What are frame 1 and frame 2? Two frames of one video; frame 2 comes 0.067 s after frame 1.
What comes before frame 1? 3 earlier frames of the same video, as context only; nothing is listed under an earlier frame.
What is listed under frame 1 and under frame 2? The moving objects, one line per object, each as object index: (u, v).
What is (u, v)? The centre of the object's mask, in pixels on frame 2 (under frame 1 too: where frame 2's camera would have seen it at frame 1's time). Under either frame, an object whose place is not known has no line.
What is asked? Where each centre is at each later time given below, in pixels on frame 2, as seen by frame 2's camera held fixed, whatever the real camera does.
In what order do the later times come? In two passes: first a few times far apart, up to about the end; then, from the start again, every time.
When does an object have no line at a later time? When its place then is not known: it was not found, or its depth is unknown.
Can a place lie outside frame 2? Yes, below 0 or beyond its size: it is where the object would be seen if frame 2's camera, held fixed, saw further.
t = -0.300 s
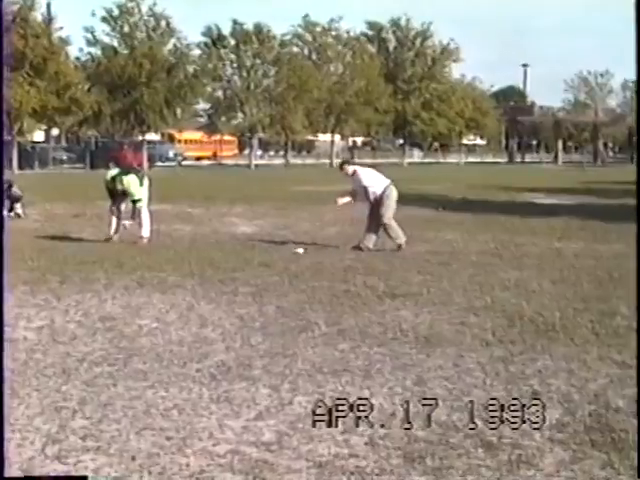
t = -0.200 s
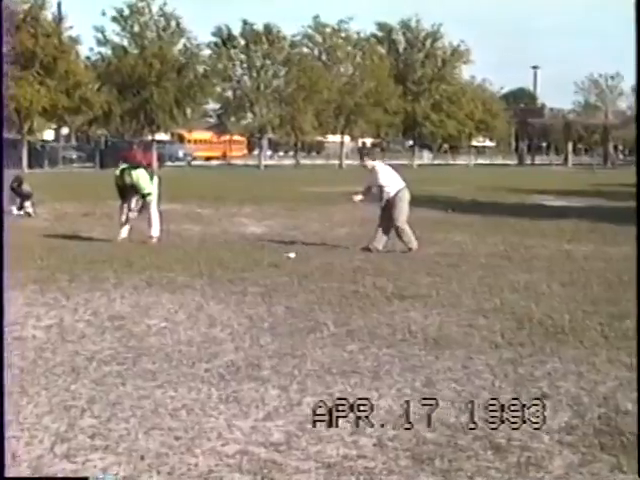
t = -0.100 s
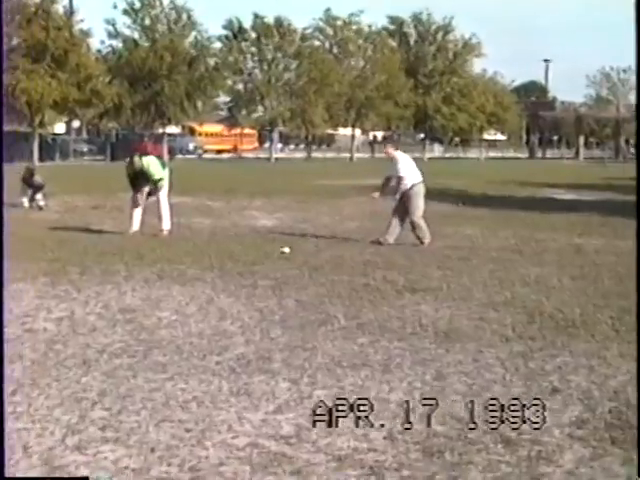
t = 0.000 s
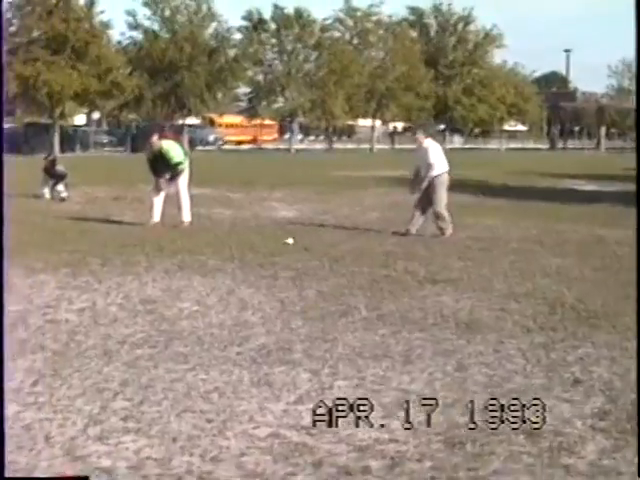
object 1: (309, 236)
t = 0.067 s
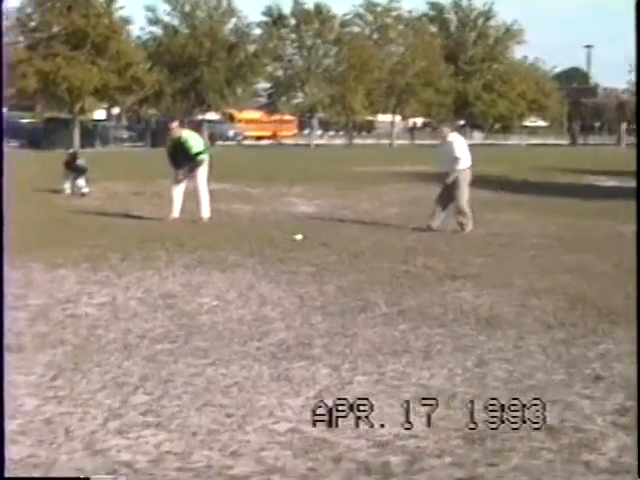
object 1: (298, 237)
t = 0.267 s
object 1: (268, 241)
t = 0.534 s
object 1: (227, 247)
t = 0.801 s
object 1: (187, 253)
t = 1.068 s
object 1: (148, 260)
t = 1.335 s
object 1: (109, 263)
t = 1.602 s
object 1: (71, 272)
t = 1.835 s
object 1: (42, 277)
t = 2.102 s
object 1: (11, 281)
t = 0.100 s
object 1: (294, 235)
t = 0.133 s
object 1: (289, 235)
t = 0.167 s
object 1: (284, 235)
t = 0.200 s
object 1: (279, 236)
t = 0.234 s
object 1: (273, 238)
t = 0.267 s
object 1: (268, 241)
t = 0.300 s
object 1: (263, 242)
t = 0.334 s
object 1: (258, 240)
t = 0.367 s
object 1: (253, 240)
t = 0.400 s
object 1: (248, 241)
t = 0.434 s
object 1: (243, 243)
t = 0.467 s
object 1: (237, 246)
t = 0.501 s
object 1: (232, 248)
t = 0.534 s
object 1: (227, 247)
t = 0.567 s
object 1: (222, 246)
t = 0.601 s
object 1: (217, 246)
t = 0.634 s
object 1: (213, 246)
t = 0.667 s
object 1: (208, 248)
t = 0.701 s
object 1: (202, 251)
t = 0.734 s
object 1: (197, 252)
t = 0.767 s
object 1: (191, 252)
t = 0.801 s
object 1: (187, 253)
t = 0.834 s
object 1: (182, 253)
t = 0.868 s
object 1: (177, 252)
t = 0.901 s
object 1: (173, 250)
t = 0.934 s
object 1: (168, 251)
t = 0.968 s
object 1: (163, 252)
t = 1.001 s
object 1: (158, 255)
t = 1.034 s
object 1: (153, 258)
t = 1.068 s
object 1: (148, 260)
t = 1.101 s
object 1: (142, 260)
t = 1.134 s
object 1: (139, 261)
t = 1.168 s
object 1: (133, 262)
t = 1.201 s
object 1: (127, 262)
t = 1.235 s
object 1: (121, 262)
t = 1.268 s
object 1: (116, 264)
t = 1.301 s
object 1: (113, 265)
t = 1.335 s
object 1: (109, 263)
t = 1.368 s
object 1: (104, 263)
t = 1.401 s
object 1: (100, 263)
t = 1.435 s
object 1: (95, 265)
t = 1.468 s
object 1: (90, 268)
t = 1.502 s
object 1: (85, 270)
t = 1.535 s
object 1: (81, 271)
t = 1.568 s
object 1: (76, 272)
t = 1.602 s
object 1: (71, 272)
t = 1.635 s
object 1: (67, 272)
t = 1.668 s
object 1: (63, 272)
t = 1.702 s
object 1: (59, 271)
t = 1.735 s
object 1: (55, 272)
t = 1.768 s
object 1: (50, 274)
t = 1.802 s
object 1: (46, 276)
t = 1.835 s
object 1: (42, 277)
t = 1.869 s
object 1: (38, 278)
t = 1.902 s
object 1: (34, 279)
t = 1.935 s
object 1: (30, 278)
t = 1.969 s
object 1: (26, 279)
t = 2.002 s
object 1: (23, 280)
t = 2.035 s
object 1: (19, 282)
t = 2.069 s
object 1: (15, 282)
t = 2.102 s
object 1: (11, 281)
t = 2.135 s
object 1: (8, 283)
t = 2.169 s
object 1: (4, 286)
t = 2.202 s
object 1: (1, 286)
